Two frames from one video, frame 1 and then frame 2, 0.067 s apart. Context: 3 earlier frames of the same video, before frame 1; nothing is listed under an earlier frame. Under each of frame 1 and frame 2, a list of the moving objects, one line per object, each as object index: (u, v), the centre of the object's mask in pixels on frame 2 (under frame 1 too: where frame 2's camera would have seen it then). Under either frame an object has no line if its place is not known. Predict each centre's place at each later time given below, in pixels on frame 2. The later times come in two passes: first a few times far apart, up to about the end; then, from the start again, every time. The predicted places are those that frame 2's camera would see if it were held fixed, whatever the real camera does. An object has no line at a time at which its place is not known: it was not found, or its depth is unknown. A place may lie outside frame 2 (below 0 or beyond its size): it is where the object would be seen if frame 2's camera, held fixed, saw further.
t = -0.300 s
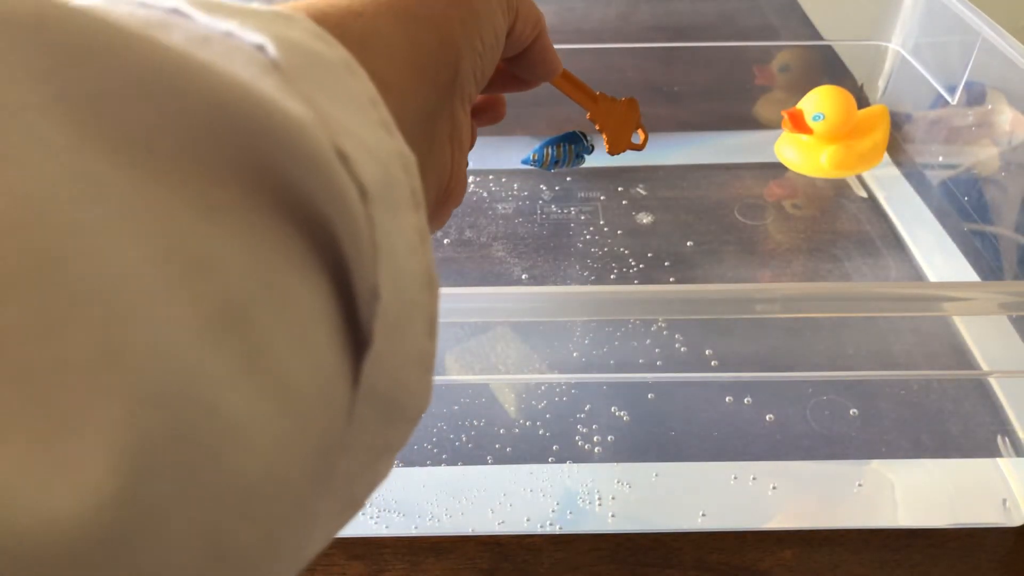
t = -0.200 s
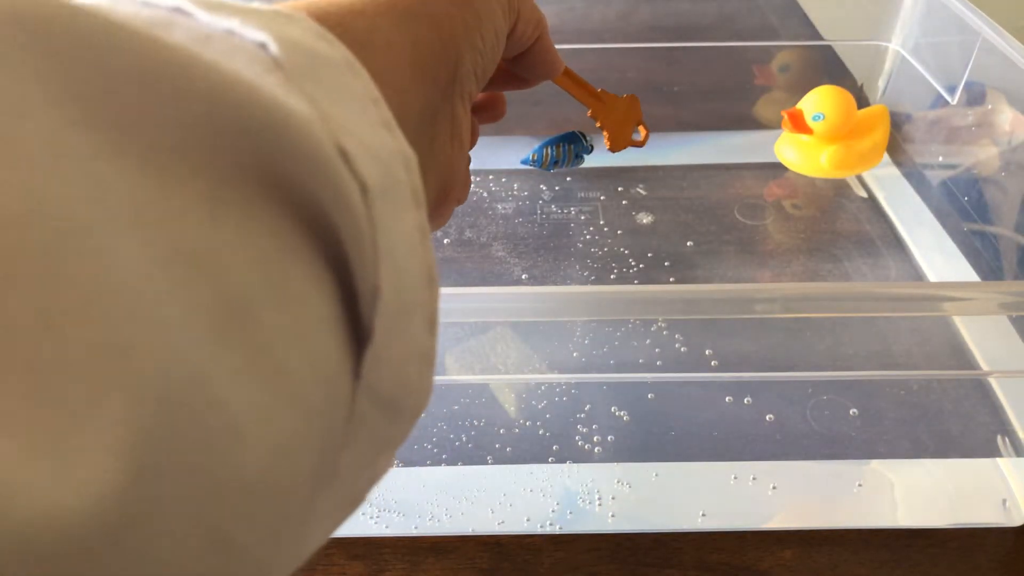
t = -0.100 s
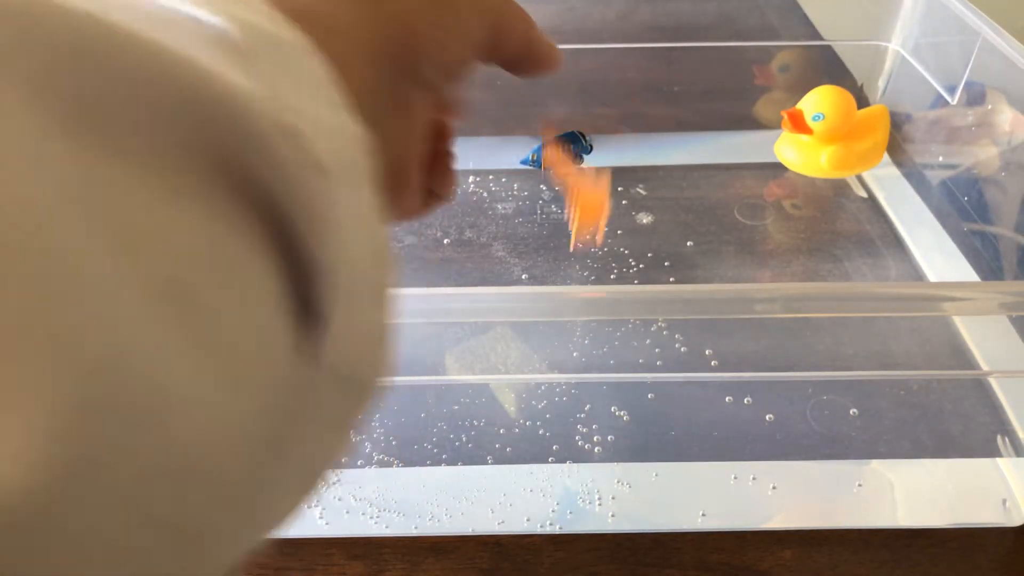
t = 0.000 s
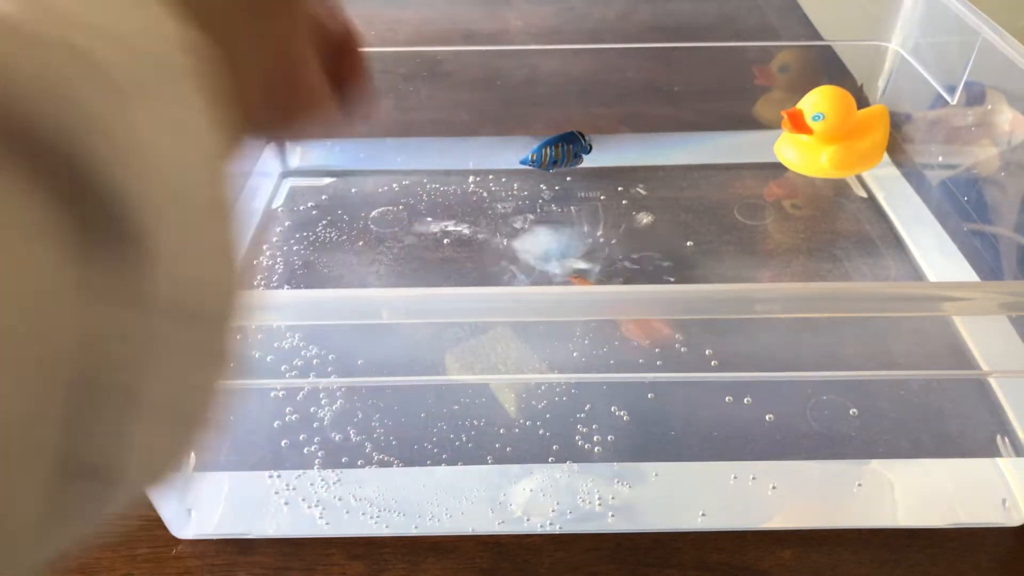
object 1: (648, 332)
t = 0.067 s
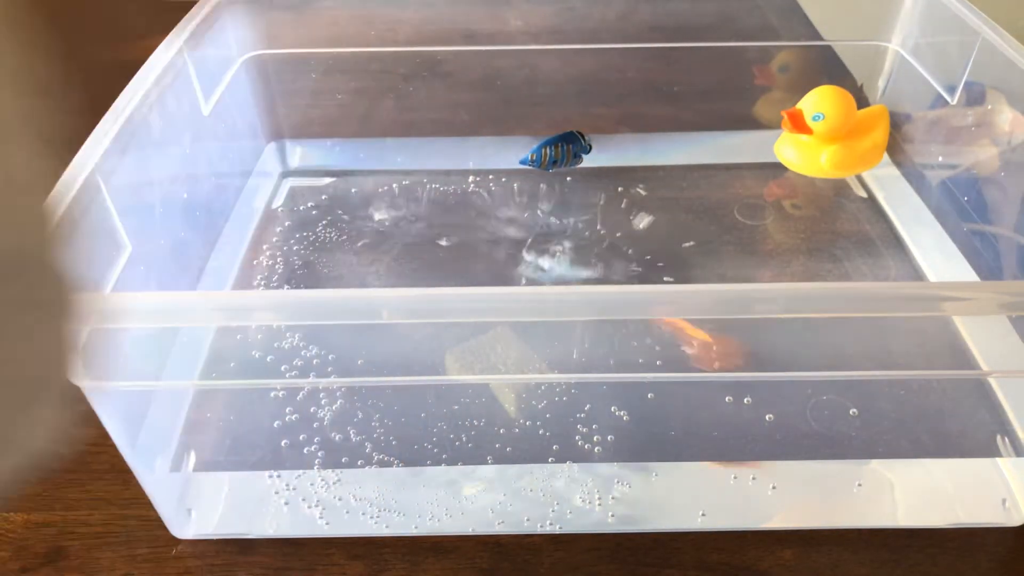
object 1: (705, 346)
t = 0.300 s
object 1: (849, 397)
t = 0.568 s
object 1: (890, 420)
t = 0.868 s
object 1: (889, 422)
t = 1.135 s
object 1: (892, 423)
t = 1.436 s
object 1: (891, 423)
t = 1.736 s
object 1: (892, 423)
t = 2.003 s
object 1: (891, 423)
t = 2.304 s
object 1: (890, 422)
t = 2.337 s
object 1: (891, 423)
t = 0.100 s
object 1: (725, 347)
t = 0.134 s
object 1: (753, 358)
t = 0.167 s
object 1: (778, 369)
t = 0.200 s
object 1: (800, 380)
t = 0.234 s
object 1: (821, 386)
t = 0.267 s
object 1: (837, 392)
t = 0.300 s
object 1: (849, 397)
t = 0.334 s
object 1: (867, 409)
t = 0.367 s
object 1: (874, 412)
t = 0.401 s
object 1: (880, 414)
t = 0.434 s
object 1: (884, 416)
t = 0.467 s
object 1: (887, 418)
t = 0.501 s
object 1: (889, 419)
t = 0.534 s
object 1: (889, 420)
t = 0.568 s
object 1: (890, 420)
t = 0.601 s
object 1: (890, 421)
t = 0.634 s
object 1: (890, 421)
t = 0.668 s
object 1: (891, 422)
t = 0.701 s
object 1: (891, 422)
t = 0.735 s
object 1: (892, 423)
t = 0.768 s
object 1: (892, 422)
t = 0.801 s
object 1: (889, 421)
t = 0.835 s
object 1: (890, 422)
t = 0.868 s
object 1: (889, 422)
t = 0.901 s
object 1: (890, 423)
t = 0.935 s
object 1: (891, 423)
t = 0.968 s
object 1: (892, 423)
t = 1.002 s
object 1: (890, 421)
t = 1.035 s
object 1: (890, 422)
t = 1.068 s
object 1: (890, 422)
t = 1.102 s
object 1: (891, 422)
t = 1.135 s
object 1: (892, 423)
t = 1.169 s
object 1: (891, 423)
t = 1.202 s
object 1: (890, 422)
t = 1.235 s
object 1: (890, 422)
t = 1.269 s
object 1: (890, 422)
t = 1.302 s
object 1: (892, 422)
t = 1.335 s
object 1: (892, 422)
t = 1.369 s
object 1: (891, 422)
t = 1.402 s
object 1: (890, 422)
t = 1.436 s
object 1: (891, 423)
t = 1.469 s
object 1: (891, 423)
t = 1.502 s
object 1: (892, 422)
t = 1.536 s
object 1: (891, 422)
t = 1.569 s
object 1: (890, 422)
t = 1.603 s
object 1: (890, 422)
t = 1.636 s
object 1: (891, 422)
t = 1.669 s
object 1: (891, 423)
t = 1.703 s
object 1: (892, 423)
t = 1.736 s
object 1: (892, 423)
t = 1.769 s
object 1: (890, 422)
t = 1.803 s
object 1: (890, 422)
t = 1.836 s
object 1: (890, 422)
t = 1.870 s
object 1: (890, 422)
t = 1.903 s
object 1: (891, 422)
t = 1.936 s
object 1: (891, 422)
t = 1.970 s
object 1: (892, 423)
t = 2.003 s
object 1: (891, 423)
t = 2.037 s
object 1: (891, 423)
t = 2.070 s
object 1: (890, 422)
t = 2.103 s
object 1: (890, 422)
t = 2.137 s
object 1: (890, 422)
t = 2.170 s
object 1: (891, 422)
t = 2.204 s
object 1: (891, 422)
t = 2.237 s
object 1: (891, 422)
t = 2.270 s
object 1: (890, 422)
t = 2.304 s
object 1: (890, 422)
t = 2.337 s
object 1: (891, 423)
